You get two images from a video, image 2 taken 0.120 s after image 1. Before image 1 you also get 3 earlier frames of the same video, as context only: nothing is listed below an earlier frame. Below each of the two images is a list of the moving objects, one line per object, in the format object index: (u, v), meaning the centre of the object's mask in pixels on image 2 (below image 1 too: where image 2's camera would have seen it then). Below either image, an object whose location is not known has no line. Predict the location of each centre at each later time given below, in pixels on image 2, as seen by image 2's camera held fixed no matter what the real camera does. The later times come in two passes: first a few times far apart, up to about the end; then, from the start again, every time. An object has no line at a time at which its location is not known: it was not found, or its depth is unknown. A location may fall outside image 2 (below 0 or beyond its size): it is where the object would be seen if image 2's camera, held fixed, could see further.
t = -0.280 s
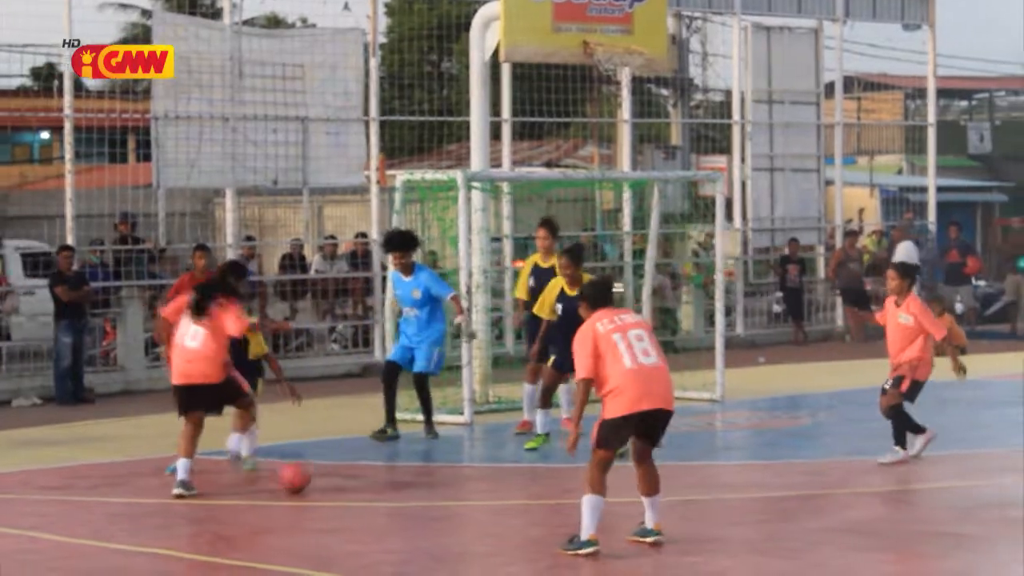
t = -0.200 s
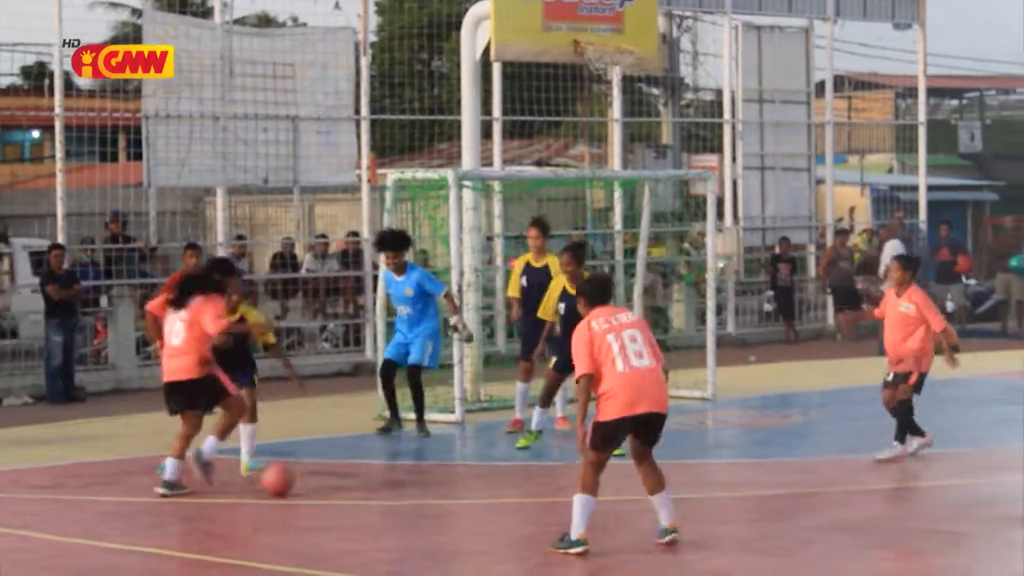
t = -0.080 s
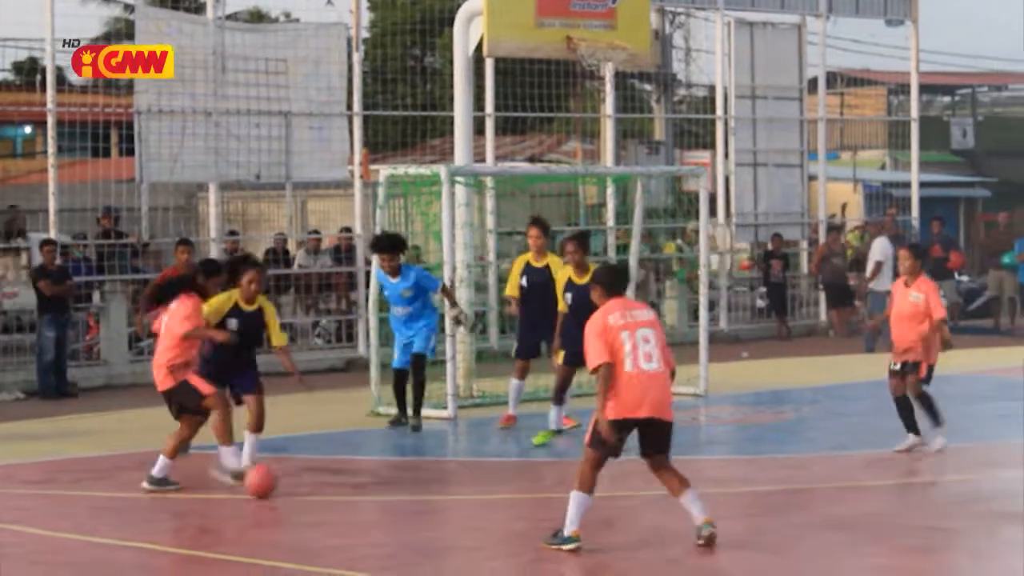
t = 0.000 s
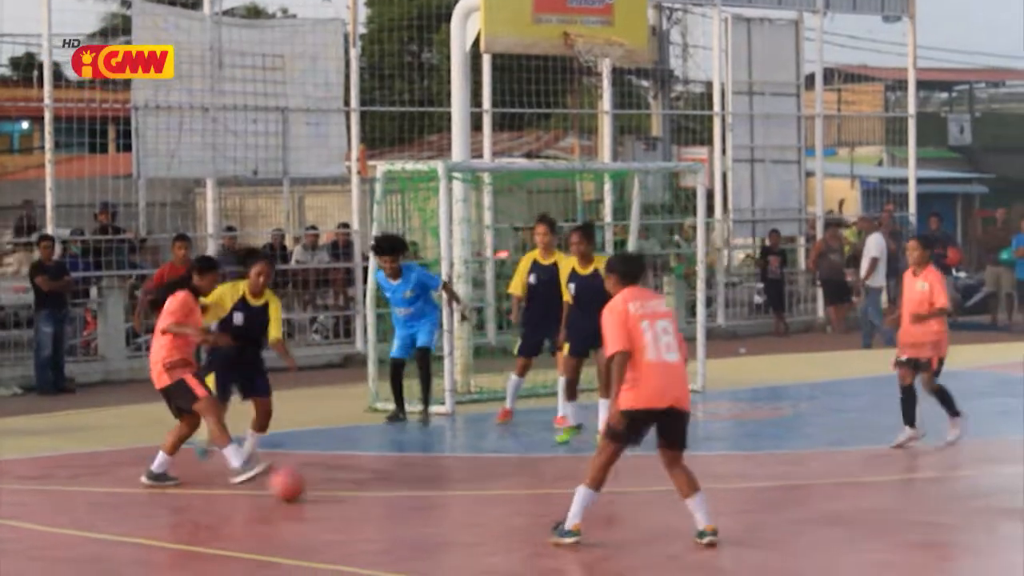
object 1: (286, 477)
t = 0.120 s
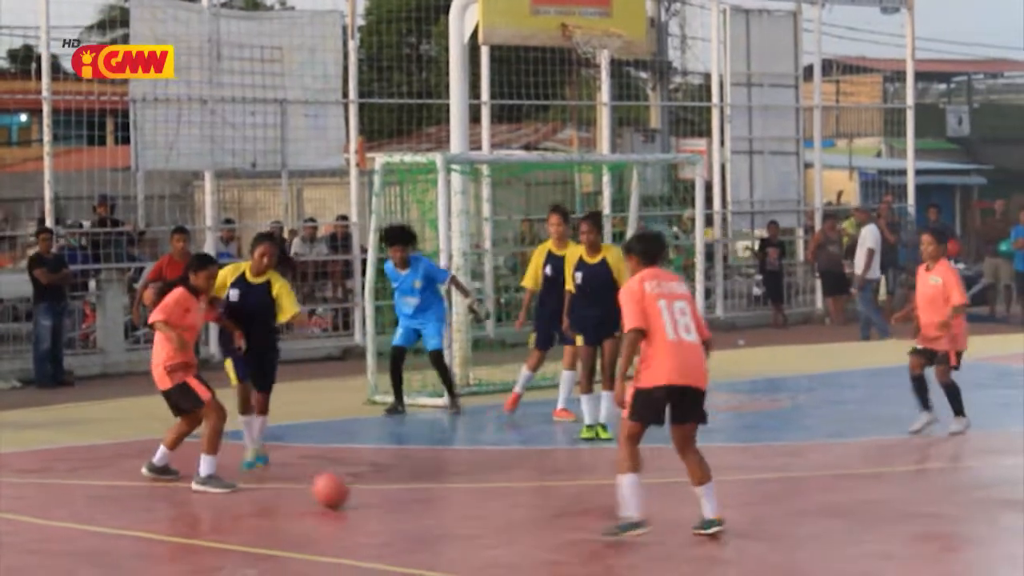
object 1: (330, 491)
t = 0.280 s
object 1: (382, 505)
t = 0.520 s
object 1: (449, 529)
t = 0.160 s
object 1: (343, 494)
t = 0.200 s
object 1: (358, 497)
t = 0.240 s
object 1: (371, 501)
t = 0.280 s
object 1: (382, 505)
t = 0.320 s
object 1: (391, 507)
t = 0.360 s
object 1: (404, 513)
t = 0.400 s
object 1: (415, 516)
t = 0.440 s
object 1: (427, 520)
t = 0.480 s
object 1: (438, 524)
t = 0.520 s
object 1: (449, 529)
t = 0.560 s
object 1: (461, 533)
